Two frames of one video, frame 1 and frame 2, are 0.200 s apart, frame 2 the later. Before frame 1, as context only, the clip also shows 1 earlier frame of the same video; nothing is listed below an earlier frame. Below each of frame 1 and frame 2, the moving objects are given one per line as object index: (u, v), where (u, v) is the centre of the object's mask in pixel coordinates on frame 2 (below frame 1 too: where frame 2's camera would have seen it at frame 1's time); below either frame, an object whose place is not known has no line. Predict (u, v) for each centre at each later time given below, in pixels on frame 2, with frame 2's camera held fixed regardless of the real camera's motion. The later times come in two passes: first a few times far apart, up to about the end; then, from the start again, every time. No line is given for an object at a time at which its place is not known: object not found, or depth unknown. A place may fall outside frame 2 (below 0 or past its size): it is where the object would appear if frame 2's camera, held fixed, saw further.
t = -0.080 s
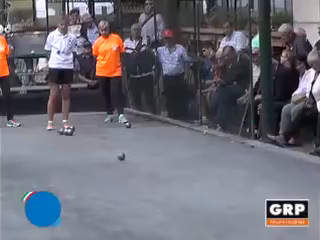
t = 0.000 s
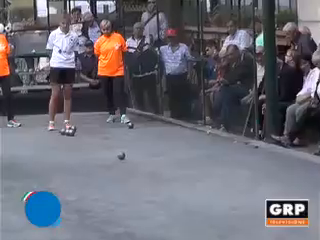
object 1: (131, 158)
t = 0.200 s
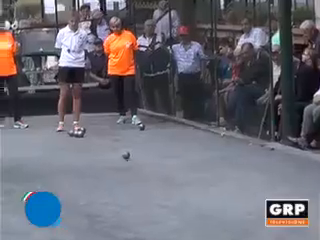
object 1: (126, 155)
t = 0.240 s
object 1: (124, 154)
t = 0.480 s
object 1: (118, 151)
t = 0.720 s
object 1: (112, 147)
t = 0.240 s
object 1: (124, 154)
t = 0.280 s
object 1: (124, 153)
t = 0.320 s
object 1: (122, 153)
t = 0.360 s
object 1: (121, 152)
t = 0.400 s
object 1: (120, 152)
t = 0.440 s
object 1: (119, 151)
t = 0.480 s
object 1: (118, 151)
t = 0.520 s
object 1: (117, 150)
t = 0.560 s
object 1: (116, 149)
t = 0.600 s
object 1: (115, 149)
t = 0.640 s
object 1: (114, 148)
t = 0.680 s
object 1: (113, 147)
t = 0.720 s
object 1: (112, 147)
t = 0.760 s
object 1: (111, 147)
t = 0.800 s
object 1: (110, 146)
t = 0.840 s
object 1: (109, 146)
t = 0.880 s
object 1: (108, 145)
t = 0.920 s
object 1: (107, 145)
